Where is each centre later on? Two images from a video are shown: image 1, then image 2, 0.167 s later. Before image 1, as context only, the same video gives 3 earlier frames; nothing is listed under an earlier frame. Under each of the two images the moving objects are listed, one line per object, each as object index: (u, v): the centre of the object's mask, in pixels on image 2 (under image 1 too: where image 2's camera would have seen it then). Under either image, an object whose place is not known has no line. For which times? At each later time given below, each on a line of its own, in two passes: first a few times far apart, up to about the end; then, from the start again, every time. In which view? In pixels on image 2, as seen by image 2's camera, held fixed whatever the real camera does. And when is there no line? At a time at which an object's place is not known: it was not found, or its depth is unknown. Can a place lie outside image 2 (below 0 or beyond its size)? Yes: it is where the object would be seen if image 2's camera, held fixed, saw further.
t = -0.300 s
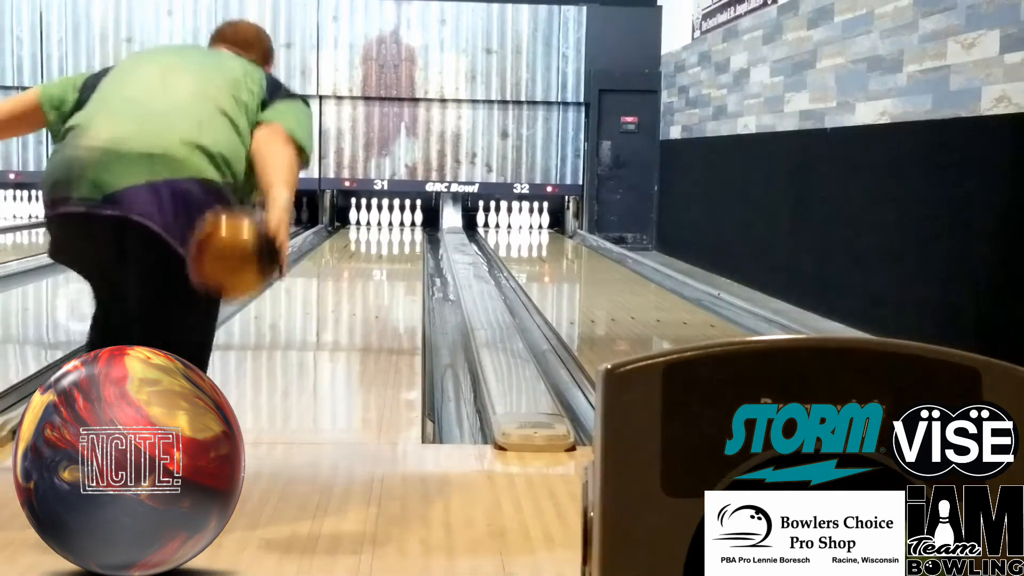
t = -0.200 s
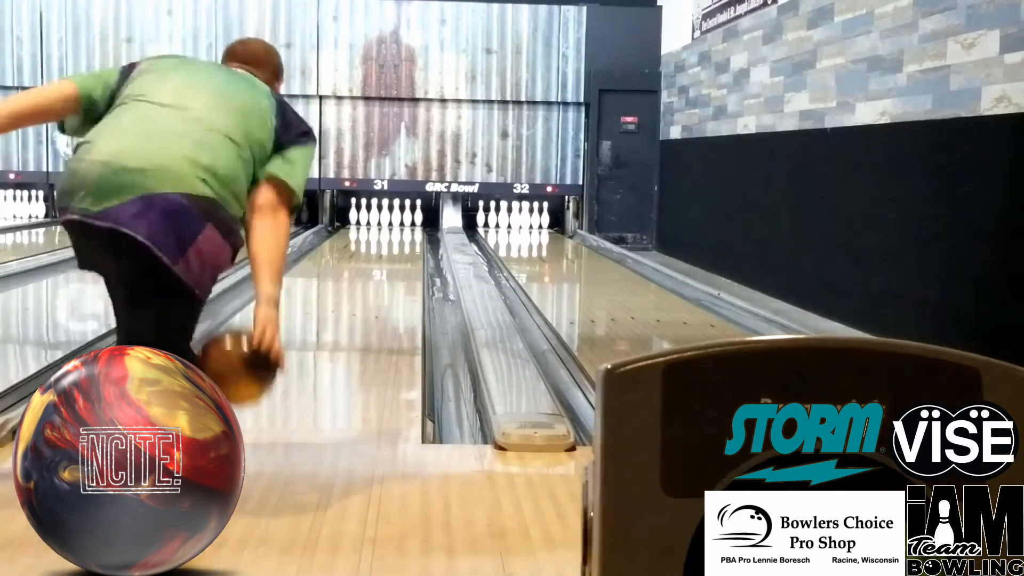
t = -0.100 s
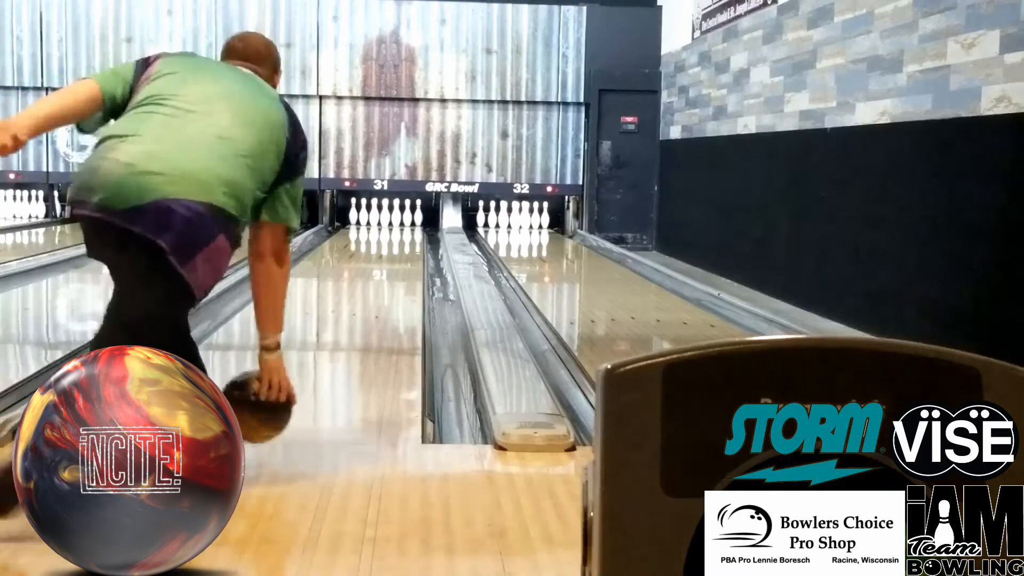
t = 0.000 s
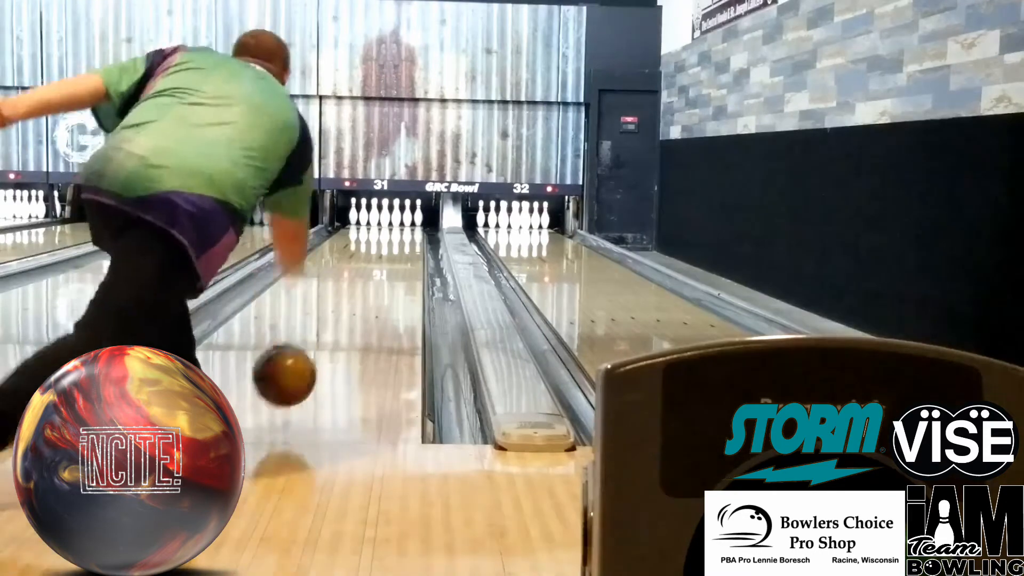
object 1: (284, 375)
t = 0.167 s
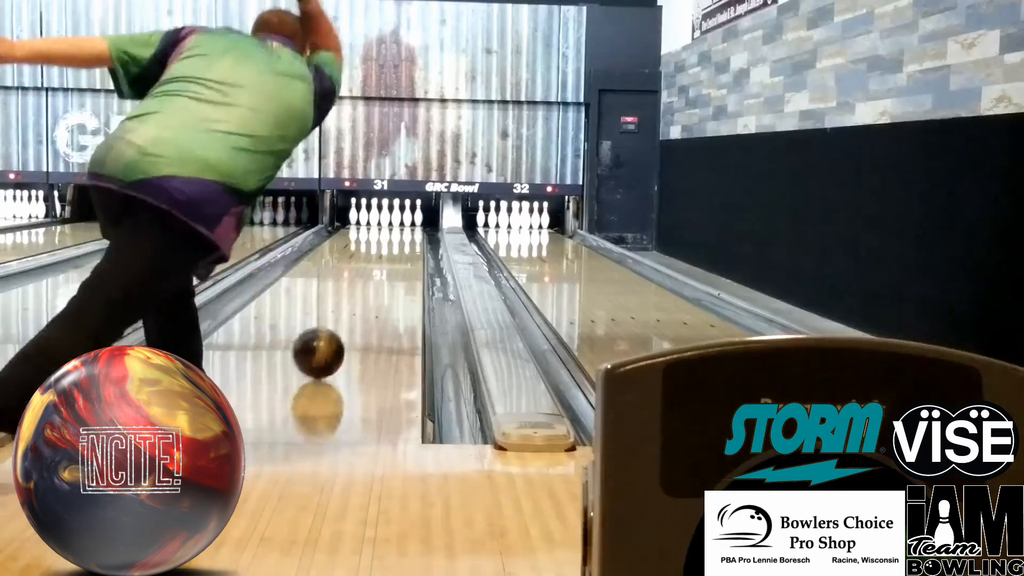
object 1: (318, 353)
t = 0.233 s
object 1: (329, 339)
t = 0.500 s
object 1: (358, 301)
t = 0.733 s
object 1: (375, 280)
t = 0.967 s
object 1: (386, 264)
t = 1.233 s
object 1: (394, 251)
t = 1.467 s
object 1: (398, 242)
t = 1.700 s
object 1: (401, 235)
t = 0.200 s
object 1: (324, 346)
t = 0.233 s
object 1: (329, 339)
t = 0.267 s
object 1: (333, 333)
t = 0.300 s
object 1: (338, 328)
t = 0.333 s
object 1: (342, 322)
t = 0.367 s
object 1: (346, 317)
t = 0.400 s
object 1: (349, 313)
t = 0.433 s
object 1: (352, 309)
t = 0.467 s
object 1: (355, 305)
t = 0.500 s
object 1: (358, 301)
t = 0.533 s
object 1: (361, 297)
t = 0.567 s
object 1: (364, 296)
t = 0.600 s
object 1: (366, 291)
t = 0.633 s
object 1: (369, 288)
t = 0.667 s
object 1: (371, 285)
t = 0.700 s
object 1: (373, 282)
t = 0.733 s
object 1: (375, 280)
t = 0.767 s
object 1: (376, 277)
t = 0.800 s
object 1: (378, 275)
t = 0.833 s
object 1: (380, 273)
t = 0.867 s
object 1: (382, 270)
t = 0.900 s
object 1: (383, 268)
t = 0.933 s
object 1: (384, 266)
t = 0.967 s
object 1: (386, 264)
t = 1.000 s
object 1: (387, 262)
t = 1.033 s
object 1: (388, 261)
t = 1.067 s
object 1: (389, 259)
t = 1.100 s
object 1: (390, 257)
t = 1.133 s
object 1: (391, 255)
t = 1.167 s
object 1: (392, 253)
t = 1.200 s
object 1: (393, 252)
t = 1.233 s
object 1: (394, 251)
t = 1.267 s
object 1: (395, 249)
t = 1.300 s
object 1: (395, 248)
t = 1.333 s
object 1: (396, 246)
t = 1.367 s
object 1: (397, 245)
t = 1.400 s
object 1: (398, 244)
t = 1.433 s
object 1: (398, 243)
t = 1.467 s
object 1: (398, 242)
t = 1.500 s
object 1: (399, 240)
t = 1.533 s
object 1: (399, 239)
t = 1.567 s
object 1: (400, 239)
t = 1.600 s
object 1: (401, 237)
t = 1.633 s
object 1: (401, 237)
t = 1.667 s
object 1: (401, 236)
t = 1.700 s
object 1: (401, 235)
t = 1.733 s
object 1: (401, 234)
